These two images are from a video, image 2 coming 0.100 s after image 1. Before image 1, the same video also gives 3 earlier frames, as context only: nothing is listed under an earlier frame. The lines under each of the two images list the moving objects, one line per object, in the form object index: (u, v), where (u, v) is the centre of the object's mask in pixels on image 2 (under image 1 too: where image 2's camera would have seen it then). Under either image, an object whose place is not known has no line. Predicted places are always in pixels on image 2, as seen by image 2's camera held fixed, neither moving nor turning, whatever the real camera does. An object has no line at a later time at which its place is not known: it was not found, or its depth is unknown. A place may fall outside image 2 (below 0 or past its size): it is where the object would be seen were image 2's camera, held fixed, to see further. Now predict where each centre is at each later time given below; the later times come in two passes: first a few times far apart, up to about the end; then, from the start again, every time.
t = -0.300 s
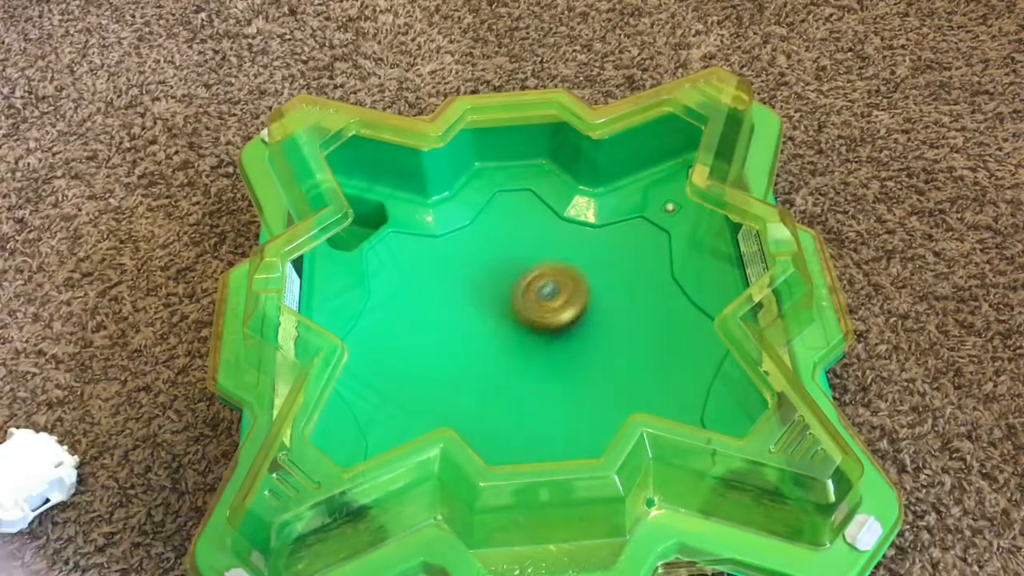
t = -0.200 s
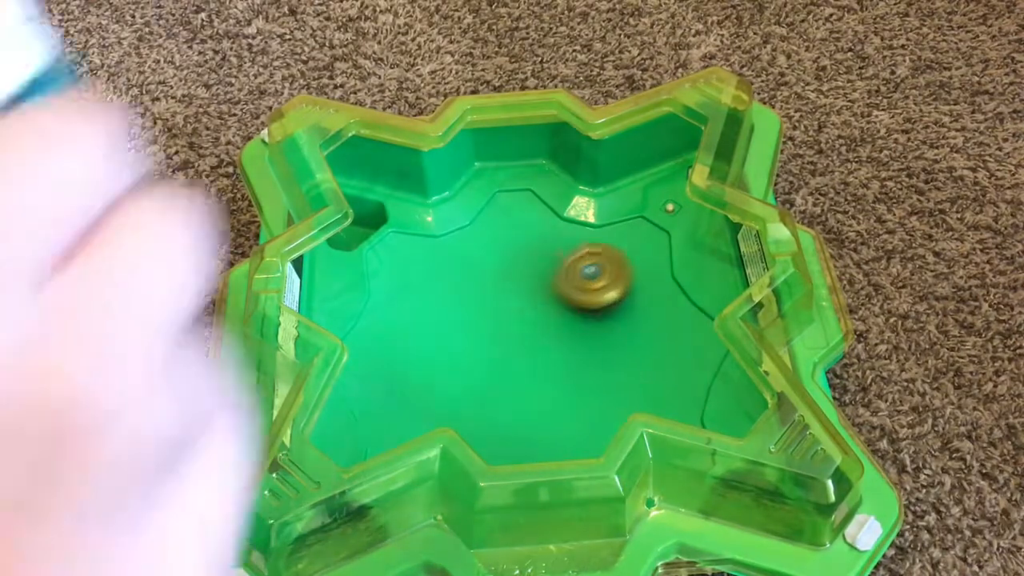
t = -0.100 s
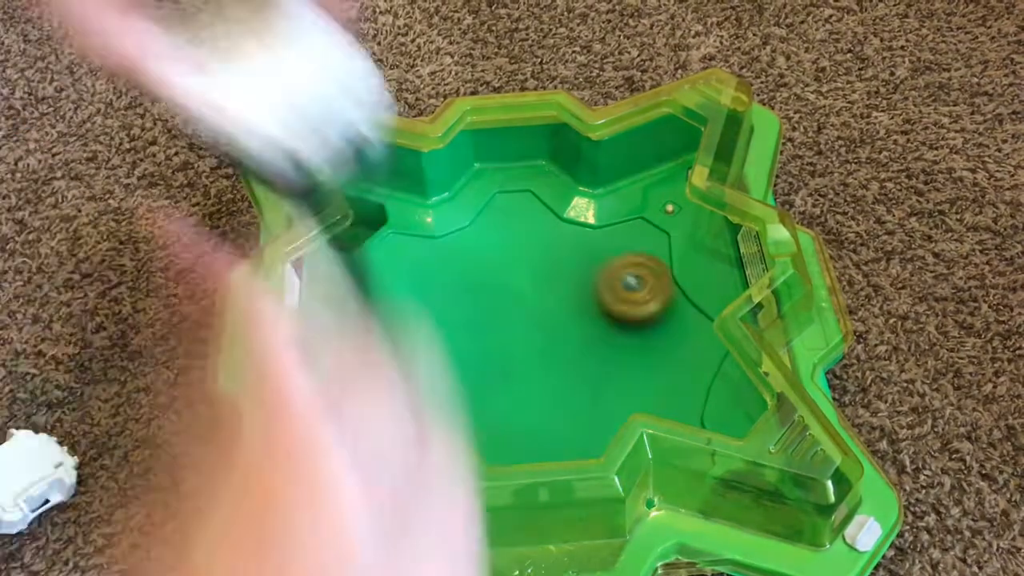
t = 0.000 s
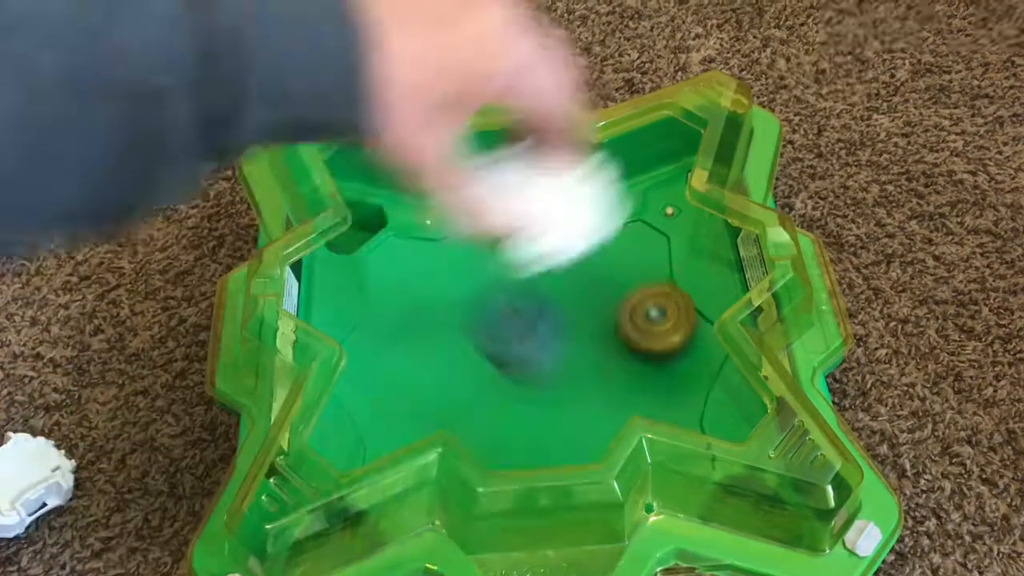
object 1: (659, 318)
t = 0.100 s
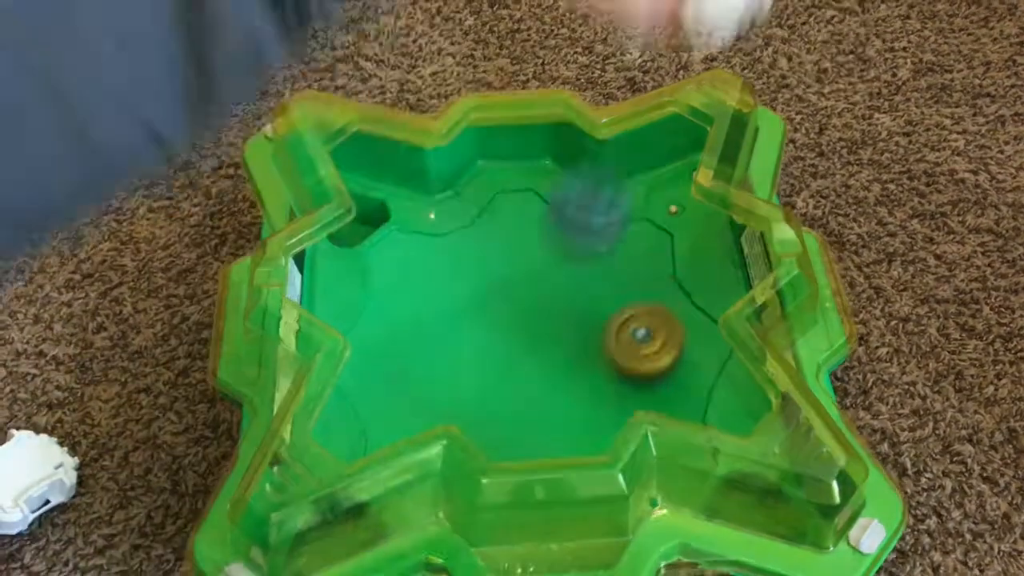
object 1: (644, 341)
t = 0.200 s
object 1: (604, 375)
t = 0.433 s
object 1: (486, 399)
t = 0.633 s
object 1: (453, 370)
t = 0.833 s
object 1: (517, 311)
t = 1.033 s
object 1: (581, 262)
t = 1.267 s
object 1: (628, 318)
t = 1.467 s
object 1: (591, 357)
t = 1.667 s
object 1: (558, 367)
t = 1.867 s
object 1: (552, 338)
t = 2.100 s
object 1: (562, 322)
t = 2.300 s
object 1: (567, 332)
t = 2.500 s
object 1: (596, 325)
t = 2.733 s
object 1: (584, 358)
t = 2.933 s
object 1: (626, 268)
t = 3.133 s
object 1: (647, 296)
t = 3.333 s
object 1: (602, 345)
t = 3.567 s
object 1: (508, 344)
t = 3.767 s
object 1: (474, 303)
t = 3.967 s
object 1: (514, 276)
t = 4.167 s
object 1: (556, 310)
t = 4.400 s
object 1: (636, 340)
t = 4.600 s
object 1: (632, 399)
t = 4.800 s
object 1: (571, 421)
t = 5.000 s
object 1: (530, 403)
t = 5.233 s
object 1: (526, 364)
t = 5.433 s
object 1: (552, 341)
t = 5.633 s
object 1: (597, 320)
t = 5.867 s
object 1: (625, 335)
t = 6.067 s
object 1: (612, 351)
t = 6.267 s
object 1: (576, 351)
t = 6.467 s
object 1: (563, 336)
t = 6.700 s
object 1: (542, 322)
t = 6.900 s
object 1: (527, 299)
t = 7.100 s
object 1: (521, 299)
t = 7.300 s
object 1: (519, 308)
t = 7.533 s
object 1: (520, 330)
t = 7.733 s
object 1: (509, 355)
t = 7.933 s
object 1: (494, 362)
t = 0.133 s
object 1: (633, 361)
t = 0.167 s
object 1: (620, 368)
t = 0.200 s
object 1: (604, 375)
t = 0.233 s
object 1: (588, 384)
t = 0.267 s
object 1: (565, 382)
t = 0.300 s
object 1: (542, 384)
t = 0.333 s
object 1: (520, 382)
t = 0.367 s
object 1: (504, 384)
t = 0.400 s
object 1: (495, 392)
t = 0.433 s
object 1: (486, 399)
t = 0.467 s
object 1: (478, 401)
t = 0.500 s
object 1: (470, 400)
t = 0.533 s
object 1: (464, 396)
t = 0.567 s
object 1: (457, 390)
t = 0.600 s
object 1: (451, 381)
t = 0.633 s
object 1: (453, 370)
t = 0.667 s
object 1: (466, 355)
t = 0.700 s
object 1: (477, 342)
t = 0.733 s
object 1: (486, 330)
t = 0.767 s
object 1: (495, 320)
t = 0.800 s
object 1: (506, 315)
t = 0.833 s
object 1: (517, 311)
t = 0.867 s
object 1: (527, 310)
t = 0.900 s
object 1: (537, 305)
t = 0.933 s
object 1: (548, 287)
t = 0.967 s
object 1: (559, 273)
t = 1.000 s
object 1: (571, 265)
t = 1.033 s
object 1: (581, 262)
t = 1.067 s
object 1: (592, 263)
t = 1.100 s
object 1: (603, 268)
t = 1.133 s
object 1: (613, 276)
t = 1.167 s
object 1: (621, 286)
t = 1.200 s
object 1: (626, 296)
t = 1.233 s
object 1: (628, 307)
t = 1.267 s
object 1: (628, 318)
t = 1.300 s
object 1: (624, 328)
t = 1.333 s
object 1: (618, 339)
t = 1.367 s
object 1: (610, 347)
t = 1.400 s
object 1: (599, 353)
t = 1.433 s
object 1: (597, 355)
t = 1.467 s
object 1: (591, 357)
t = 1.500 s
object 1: (582, 359)
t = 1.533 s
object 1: (573, 363)
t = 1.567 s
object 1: (567, 366)
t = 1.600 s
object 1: (562, 368)
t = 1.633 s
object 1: (559, 369)
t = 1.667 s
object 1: (558, 367)
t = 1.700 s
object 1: (556, 365)
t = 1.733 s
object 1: (555, 362)
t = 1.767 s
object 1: (555, 358)
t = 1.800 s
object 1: (554, 352)
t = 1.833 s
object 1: (553, 345)
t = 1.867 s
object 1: (552, 338)
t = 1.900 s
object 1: (552, 332)
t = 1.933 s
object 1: (554, 328)
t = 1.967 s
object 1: (556, 326)
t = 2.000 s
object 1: (558, 324)
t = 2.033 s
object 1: (559, 323)
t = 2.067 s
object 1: (561, 322)
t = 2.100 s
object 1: (562, 322)
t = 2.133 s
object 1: (563, 322)
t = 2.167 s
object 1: (565, 323)
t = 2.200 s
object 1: (566, 325)
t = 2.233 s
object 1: (567, 327)
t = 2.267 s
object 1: (567, 329)
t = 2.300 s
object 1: (567, 332)
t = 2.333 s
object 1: (565, 336)
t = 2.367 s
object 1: (562, 340)
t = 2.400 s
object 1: (569, 337)
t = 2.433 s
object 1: (583, 328)
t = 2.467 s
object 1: (593, 325)
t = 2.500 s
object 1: (596, 325)
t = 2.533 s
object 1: (597, 328)
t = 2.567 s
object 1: (597, 334)
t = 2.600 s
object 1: (597, 340)
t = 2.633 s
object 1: (596, 346)
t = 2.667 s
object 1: (593, 350)
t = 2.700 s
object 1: (589, 354)
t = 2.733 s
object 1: (584, 358)
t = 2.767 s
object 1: (582, 355)
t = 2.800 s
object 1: (597, 326)
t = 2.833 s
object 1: (607, 304)
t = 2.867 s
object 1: (615, 286)
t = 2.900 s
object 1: (621, 274)
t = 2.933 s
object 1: (626, 268)
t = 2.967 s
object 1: (631, 267)
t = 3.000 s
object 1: (636, 270)
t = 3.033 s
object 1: (641, 276)
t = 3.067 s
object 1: (645, 282)
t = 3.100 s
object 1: (647, 289)
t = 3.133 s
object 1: (647, 296)
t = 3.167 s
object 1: (645, 303)
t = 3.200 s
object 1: (641, 311)
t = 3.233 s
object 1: (634, 320)
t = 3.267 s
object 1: (625, 329)
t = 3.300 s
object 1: (614, 337)
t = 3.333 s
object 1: (602, 345)
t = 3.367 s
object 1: (591, 351)
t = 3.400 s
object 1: (579, 354)
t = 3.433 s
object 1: (564, 355)
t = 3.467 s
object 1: (549, 355)
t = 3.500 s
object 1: (535, 352)
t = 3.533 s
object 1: (521, 349)
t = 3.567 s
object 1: (508, 344)
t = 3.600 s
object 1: (497, 338)
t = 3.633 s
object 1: (488, 331)
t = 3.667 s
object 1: (482, 325)
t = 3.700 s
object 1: (478, 317)
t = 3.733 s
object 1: (474, 309)
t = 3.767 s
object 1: (474, 303)
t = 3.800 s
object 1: (475, 297)
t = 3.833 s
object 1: (478, 292)
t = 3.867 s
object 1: (480, 289)
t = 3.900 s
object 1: (486, 287)
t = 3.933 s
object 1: (502, 279)
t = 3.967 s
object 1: (514, 276)
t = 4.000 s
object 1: (523, 277)
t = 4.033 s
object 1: (530, 280)
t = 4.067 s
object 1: (538, 285)
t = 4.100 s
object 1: (545, 292)
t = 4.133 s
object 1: (552, 300)
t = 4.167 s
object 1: (556, 310)
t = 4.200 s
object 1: (560, 320)
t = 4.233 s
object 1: (562, 330)
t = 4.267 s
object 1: (568, 336)
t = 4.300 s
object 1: (591, 333)
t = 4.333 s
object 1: (611, 333)
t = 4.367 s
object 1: (626, 335)
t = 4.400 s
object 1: (636, 340)
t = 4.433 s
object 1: (643, 347)
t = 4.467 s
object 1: (647, 357)
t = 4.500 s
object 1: (648, 369)
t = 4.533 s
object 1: (646, 382)
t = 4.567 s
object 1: (641, 391)
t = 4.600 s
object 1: (632, 399)
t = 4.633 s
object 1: (621, 406)
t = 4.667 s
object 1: (609, 413)
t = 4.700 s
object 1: (599, 418)
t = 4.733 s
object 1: (589, 421)
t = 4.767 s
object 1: (581, 423)
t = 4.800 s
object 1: (571, 421)
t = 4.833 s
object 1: (561, 419)
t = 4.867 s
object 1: (555, 418)
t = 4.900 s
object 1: (549, 416)
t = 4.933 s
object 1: (542, 412)
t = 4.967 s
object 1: (536, 408)
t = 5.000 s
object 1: (530, 403)
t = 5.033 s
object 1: (525, 398)
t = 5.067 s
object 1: (522, 391)
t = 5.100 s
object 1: (519, 384)
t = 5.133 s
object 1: (518, 378)
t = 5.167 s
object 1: (521, 374)
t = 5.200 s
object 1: (524, 368)
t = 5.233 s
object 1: (526, 364)
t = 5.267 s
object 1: (529, 360)
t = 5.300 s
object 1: (532, 356)
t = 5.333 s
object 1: (537, 352)
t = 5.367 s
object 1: (542, 348)
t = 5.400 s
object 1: (546, 345)
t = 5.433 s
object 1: (552, 341)
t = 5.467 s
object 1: (558, 337)
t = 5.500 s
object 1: (564, 335)
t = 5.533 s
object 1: (570, 332)
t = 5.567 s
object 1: (580, 325)
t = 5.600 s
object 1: (589, 320)
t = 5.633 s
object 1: (597, 320)
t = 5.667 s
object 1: (603, 320)
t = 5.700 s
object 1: (610, 321)
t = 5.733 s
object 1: (615, 322)
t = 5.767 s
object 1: (619, 325)
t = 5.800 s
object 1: (622, 328)
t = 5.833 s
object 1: (624, 332)
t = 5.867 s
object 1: (625, 335)
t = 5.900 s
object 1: (626, 336)
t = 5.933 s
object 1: (626, 339)
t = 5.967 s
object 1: (624, 343)
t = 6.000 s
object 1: (621, 346)
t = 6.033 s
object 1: (617, 349)
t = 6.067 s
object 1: (612, 351)
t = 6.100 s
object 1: (604, 353)
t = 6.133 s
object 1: (597, 355)
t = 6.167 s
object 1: (588, 357)
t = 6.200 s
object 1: (580, 357)
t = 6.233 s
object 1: (573, 357)
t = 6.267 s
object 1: (576, 351)
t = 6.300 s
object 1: (576, 346)
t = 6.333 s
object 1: (575, 342)
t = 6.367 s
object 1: (572, 339)
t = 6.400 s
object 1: (569, 337)
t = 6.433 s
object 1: (566, 336)
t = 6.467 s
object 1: (563, 336)
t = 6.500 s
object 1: (560, 335)
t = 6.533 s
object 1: (558, 334)
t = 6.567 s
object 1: (555, 333)
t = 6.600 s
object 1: (552, 333)
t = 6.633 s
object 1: (550, 331)
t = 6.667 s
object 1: (546, 326)
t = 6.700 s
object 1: (542, 322)
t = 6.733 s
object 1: (538, 318)
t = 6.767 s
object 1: (535, 315)
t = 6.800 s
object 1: (532, 309)
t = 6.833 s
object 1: (530, 305)
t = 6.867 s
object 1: (528, 302)
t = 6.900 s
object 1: (527, 299)
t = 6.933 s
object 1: (525, 298)
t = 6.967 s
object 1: (524, 297)
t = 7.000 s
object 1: (523, 297)
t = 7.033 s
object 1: (522, 298)
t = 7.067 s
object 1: (521, 299)
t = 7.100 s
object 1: (521, 299)
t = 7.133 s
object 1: (520, 301)
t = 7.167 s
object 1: (520, 302)
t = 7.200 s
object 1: (519, 303)
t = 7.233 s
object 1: (519, 305)
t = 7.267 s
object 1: (518, 307)
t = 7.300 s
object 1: (519, 308)
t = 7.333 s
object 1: (519, 310)
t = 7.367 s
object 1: (520, 312)
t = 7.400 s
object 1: (520, 316)
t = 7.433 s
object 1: (520, 320)
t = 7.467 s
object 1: (521, 325)
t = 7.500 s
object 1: (521, 329)
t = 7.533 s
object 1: (520, 330)
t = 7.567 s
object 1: (520, 334)
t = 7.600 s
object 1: (518, 338)
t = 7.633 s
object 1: (517, 343)
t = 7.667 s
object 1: (516, 348)
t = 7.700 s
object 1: (513, 352)
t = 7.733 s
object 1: (509, 355)
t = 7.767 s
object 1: (503, 355)
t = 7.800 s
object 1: (500, 356)
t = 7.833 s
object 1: (498, 358)
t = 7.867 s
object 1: (496, 359)
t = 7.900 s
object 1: (495, 360)
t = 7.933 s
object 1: (494, 362)
